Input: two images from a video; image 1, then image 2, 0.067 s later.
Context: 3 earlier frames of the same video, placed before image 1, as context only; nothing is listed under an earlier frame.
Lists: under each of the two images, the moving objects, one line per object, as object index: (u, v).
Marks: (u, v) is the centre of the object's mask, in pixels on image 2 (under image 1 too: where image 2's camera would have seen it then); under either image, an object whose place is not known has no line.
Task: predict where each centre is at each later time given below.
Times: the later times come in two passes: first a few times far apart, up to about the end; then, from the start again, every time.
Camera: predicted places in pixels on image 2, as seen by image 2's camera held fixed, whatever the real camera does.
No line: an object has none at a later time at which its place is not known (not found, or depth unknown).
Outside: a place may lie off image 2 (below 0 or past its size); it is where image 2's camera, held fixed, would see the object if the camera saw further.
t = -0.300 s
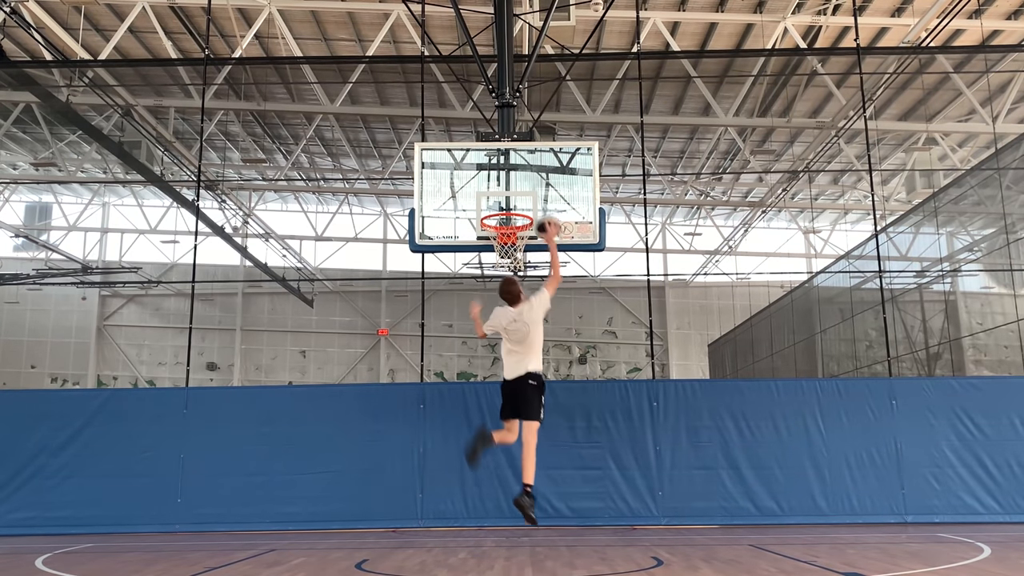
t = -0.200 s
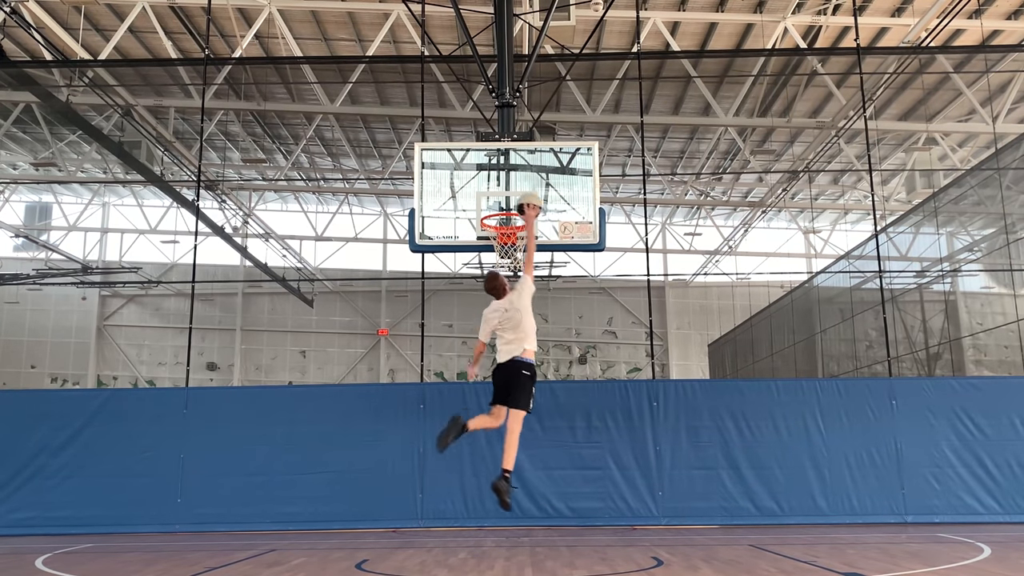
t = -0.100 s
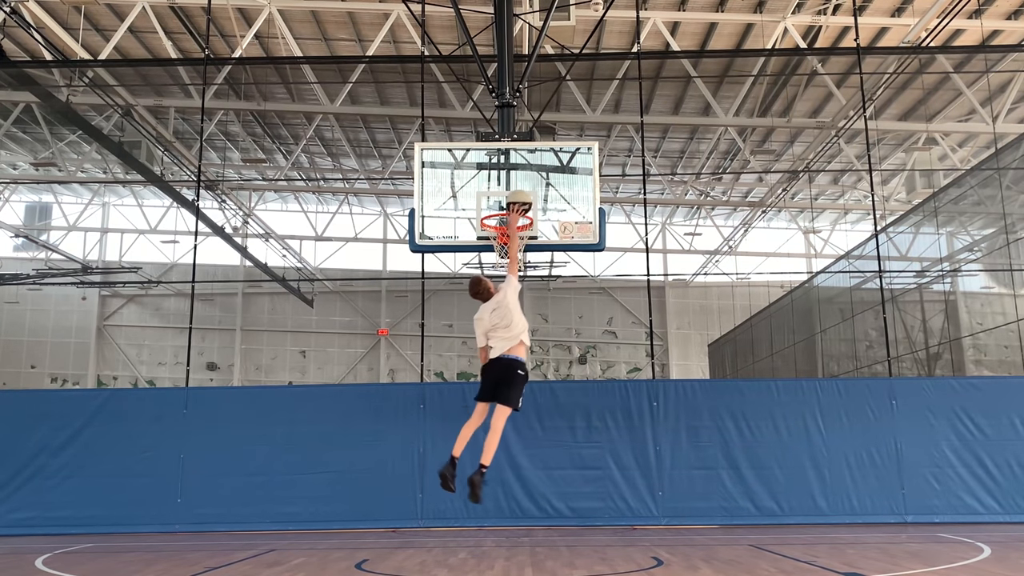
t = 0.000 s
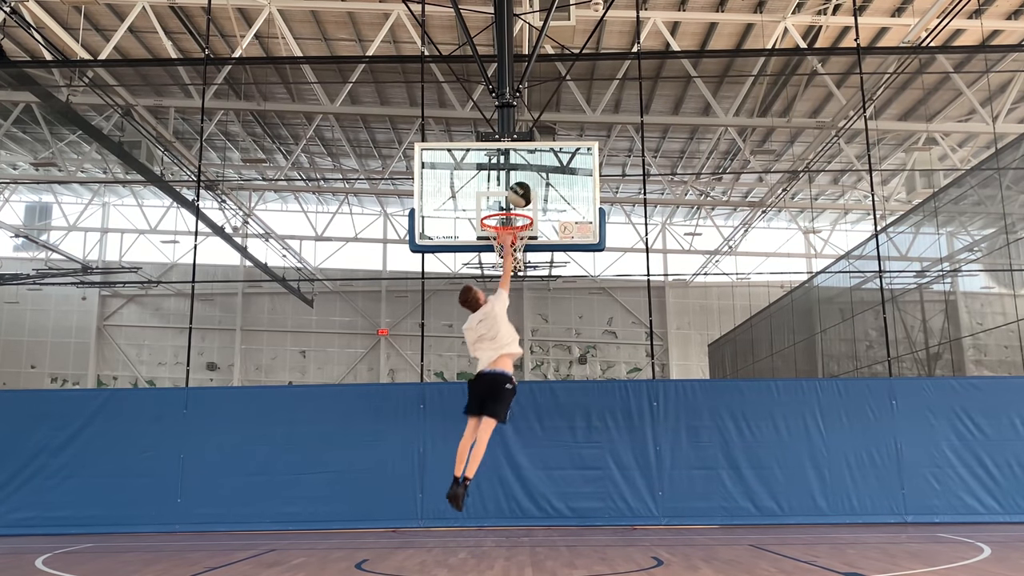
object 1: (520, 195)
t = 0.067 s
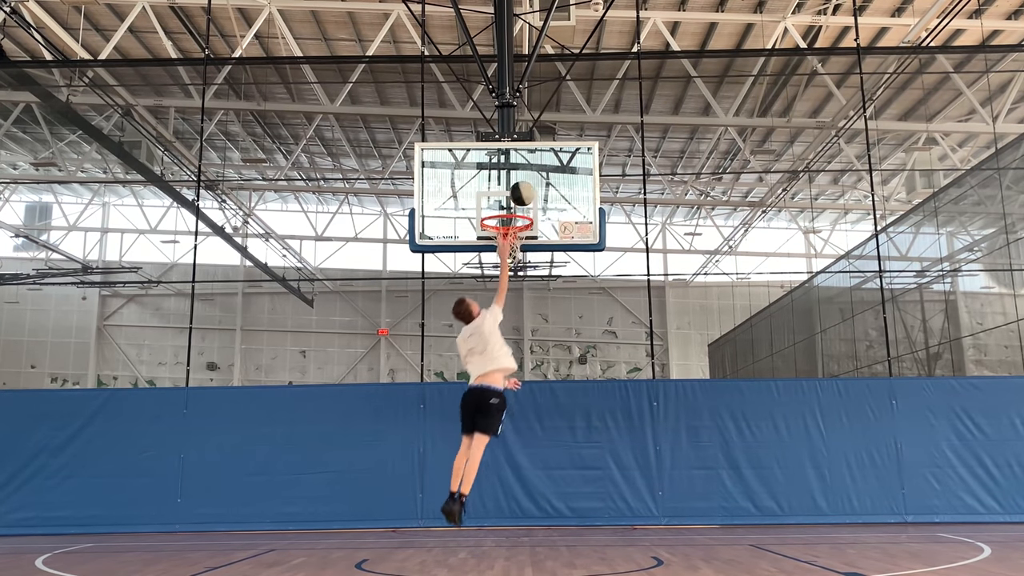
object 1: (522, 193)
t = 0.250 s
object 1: (526, 211)
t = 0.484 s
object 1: (536, 185)
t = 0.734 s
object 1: (550, 201)
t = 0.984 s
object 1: (568, 288)
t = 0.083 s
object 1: (523, 194)
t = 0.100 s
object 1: (523, 194)
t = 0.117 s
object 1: (523, 196)
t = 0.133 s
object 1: (524, 197)
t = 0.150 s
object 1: (524, 198)
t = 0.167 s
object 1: (525, 200)
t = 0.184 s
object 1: (525, 201)
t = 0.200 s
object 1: (526, 203)
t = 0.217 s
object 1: (526, 204)
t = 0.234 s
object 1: (526, 208)
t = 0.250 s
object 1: (526, 211)
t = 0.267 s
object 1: (525, 213)
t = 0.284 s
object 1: (525, 213)
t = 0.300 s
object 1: (526, 208)
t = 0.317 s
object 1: (527, 206)
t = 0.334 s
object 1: (527, 203)
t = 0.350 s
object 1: (528, 200)
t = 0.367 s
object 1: (529, 198)
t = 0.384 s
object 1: (530, 195)
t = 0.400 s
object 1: (531, 193)
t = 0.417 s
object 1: (532, 190)
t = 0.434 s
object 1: (533, 188)
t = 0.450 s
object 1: (534, 187)
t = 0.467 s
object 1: (535, 186)
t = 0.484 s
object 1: (536, 185)
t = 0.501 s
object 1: (537, 184)
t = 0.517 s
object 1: (537, 184)
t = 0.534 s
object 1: (538, 183)
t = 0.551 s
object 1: (539, 183)
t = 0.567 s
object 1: (540, 183)
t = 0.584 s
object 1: (541, 184)
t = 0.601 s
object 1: (542, 185)
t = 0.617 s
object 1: (543, 186)
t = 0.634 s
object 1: (544, 188)
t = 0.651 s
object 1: (545, 189)
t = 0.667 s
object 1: (546, 191)
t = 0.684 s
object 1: (547, 193)
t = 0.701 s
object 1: (548, 195)
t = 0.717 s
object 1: (549, 198)
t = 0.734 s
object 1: (550, 201)
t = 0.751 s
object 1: (551, 204)
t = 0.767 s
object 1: (552, 208)
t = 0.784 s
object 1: (553, 212)
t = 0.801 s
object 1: (554, 216)
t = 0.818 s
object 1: (556, 221)
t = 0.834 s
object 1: (557, 226)
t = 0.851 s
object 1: (558, 231)
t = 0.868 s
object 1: (559, 237)
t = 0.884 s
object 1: (560, 243)
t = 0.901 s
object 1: (561, 249)
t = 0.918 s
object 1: (562, 256)
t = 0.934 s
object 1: (564, 263)
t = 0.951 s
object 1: (565, 272)
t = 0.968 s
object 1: (567, 280)
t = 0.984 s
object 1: (568, 288)
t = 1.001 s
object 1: (569, 294)
